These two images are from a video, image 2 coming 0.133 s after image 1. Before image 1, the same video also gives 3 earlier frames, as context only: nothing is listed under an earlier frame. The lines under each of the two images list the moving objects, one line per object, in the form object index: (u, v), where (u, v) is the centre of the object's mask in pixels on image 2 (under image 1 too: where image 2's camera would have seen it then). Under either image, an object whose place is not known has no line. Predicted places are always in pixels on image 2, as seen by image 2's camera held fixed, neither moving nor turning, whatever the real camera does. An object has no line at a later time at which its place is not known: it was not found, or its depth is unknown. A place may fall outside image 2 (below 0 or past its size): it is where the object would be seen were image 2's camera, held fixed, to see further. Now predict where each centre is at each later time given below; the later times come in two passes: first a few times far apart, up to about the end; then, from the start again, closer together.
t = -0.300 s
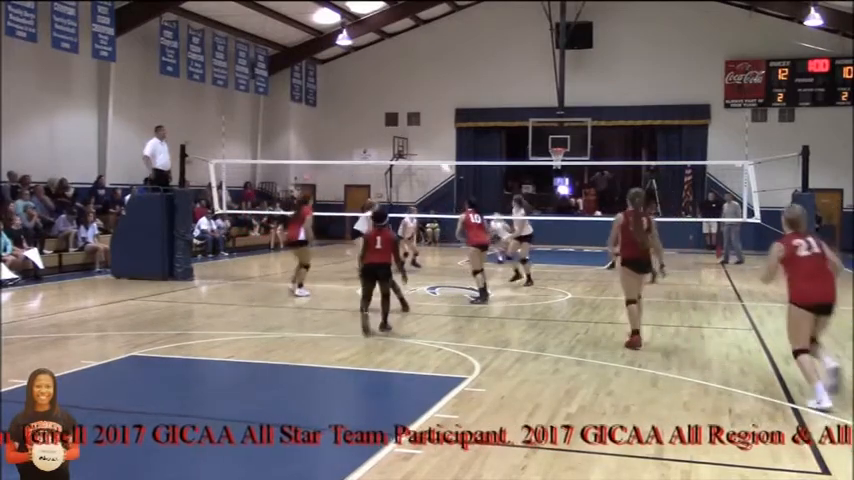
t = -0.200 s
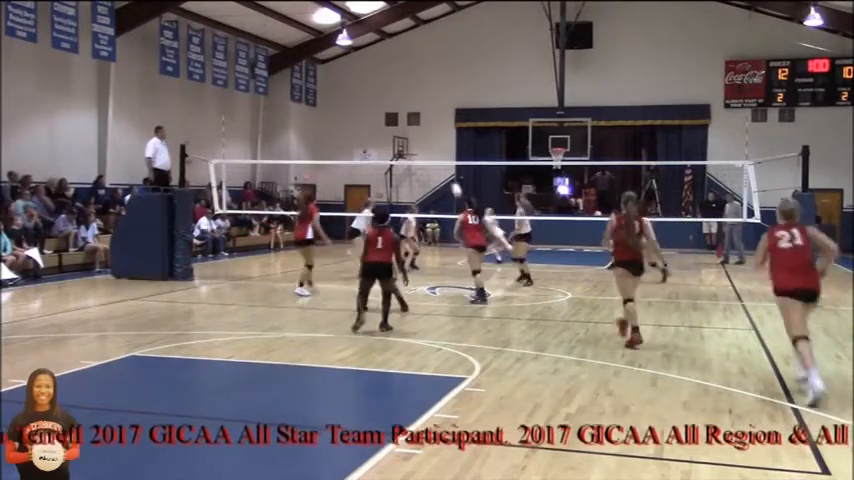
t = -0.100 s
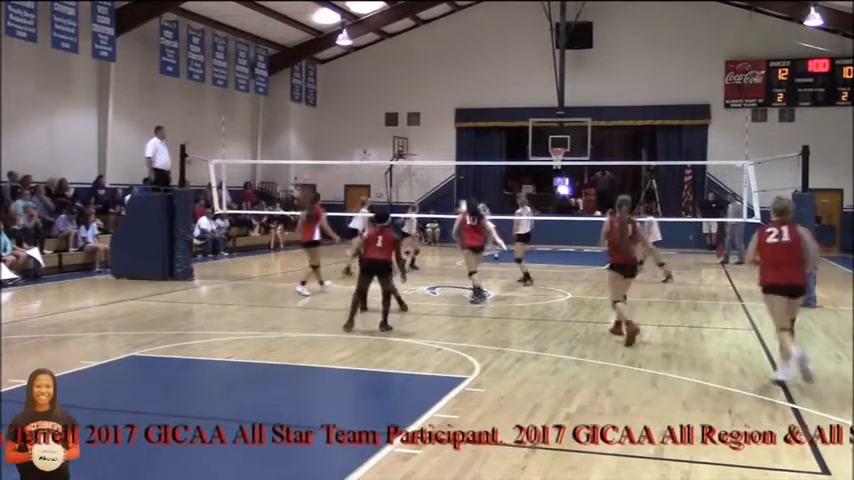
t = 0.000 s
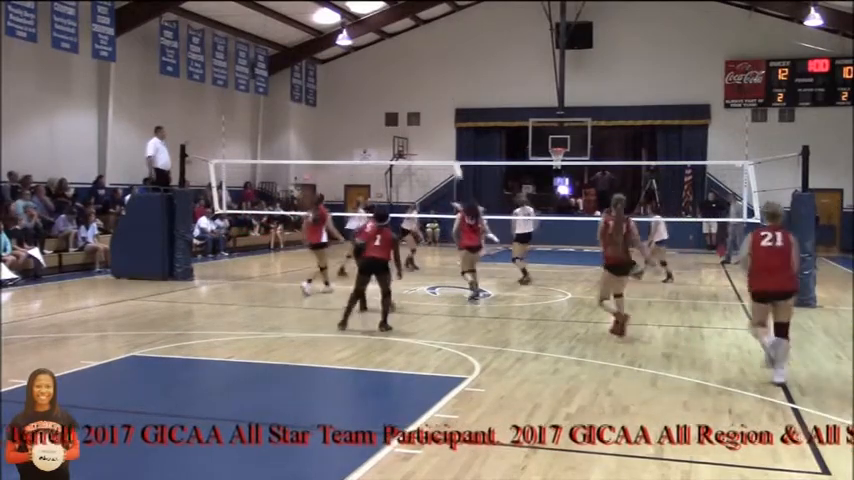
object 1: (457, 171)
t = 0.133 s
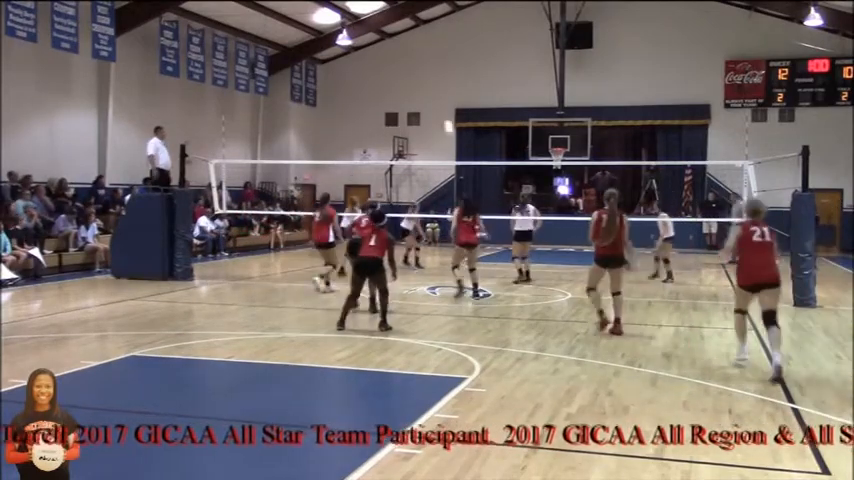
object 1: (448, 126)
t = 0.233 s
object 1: (441, 97)
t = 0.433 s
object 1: (427, 50)
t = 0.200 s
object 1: (444, 107)
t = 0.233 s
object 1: (441, 97)
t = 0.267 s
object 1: (439, 88)
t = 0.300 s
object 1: (436, 79)
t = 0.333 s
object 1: (434, 71)
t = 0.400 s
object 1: (429, 57)
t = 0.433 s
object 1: (427, 50)
